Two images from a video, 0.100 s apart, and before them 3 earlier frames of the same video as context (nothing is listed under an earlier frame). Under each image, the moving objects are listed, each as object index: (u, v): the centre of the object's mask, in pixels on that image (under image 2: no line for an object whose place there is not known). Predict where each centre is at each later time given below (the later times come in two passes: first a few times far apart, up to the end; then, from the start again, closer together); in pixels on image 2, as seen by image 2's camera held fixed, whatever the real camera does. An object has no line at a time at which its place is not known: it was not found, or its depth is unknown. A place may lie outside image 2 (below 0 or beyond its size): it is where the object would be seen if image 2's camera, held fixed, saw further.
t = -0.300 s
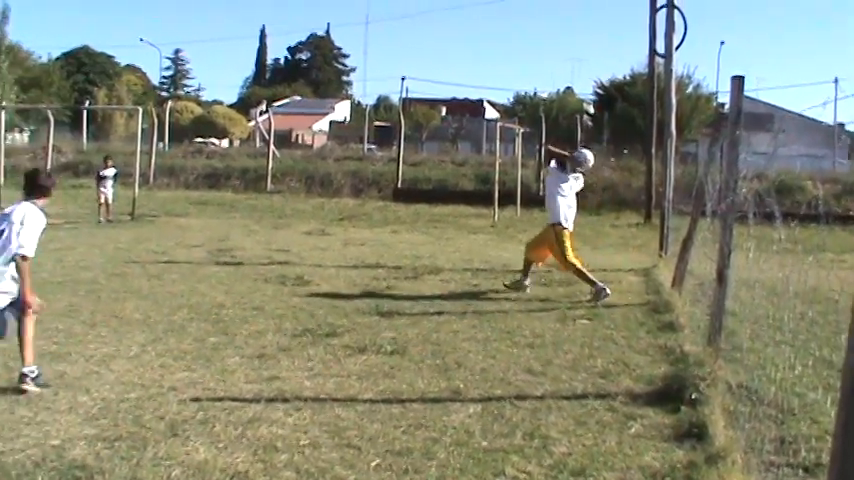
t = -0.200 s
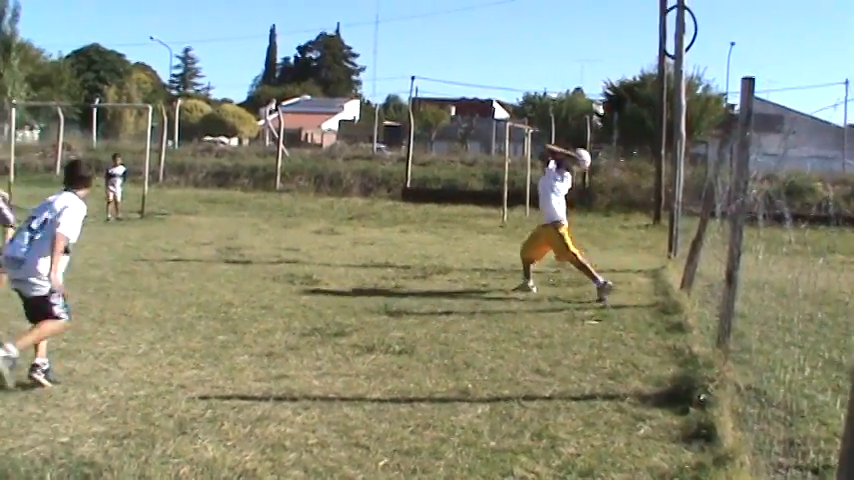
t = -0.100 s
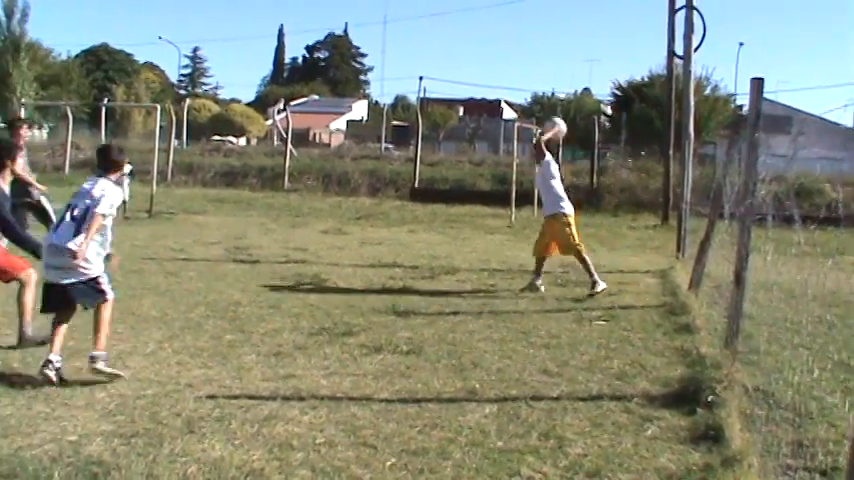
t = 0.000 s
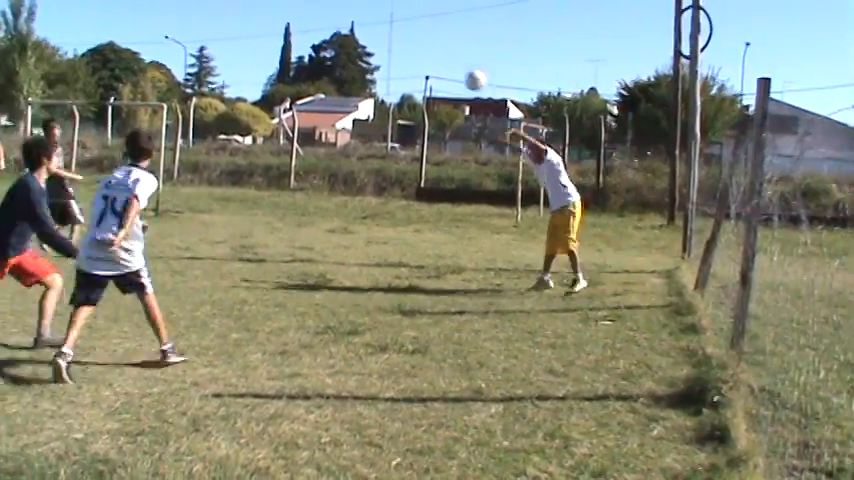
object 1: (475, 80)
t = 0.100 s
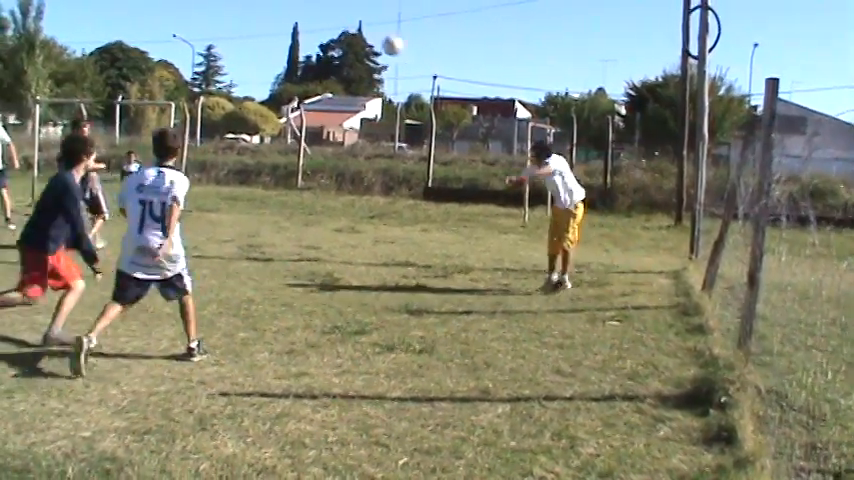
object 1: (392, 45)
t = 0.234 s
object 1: (279, 15)
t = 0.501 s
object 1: (77, 8)
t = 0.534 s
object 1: (55, 10)
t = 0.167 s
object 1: (335, 28)
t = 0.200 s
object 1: (305, 21)
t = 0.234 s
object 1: (279, 15)
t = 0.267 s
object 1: (251, 11)
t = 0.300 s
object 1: (225, 7)
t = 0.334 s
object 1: (199, 5)
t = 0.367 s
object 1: (174, 3)
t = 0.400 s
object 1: (148, 3)
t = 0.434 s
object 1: (124, 3)
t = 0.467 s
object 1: (100, 5)
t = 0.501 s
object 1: (77, 8)
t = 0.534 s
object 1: (55, 10)
